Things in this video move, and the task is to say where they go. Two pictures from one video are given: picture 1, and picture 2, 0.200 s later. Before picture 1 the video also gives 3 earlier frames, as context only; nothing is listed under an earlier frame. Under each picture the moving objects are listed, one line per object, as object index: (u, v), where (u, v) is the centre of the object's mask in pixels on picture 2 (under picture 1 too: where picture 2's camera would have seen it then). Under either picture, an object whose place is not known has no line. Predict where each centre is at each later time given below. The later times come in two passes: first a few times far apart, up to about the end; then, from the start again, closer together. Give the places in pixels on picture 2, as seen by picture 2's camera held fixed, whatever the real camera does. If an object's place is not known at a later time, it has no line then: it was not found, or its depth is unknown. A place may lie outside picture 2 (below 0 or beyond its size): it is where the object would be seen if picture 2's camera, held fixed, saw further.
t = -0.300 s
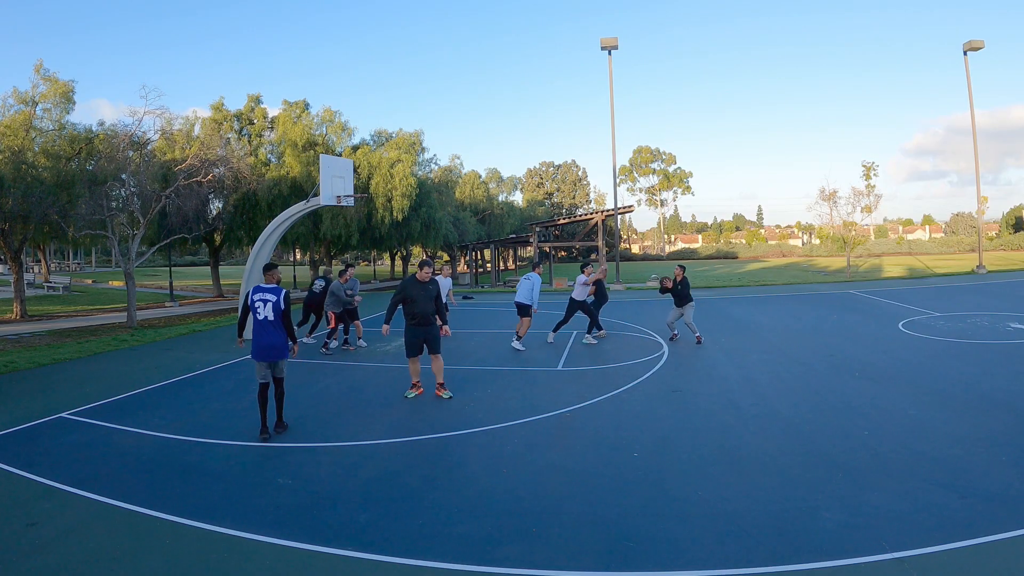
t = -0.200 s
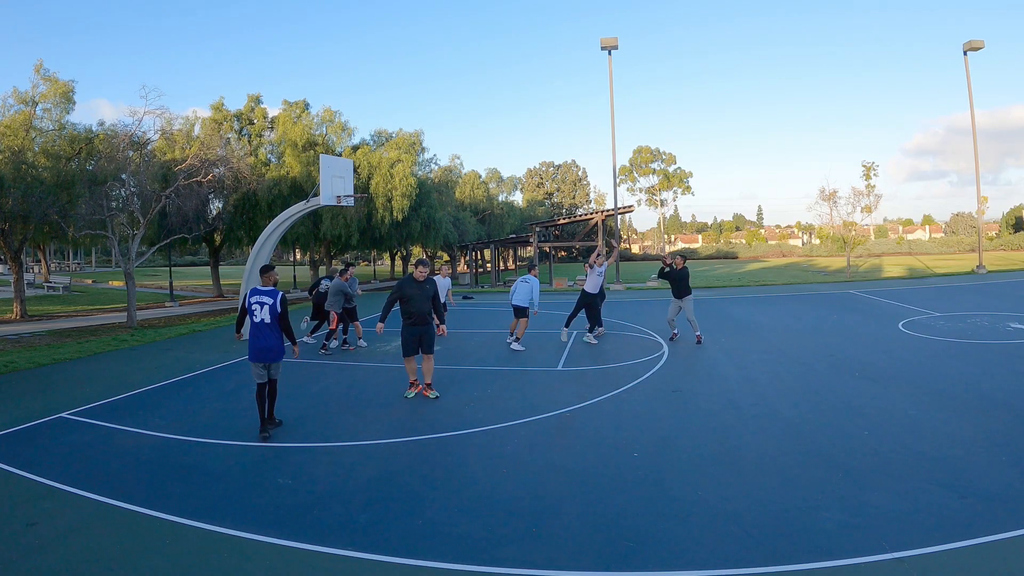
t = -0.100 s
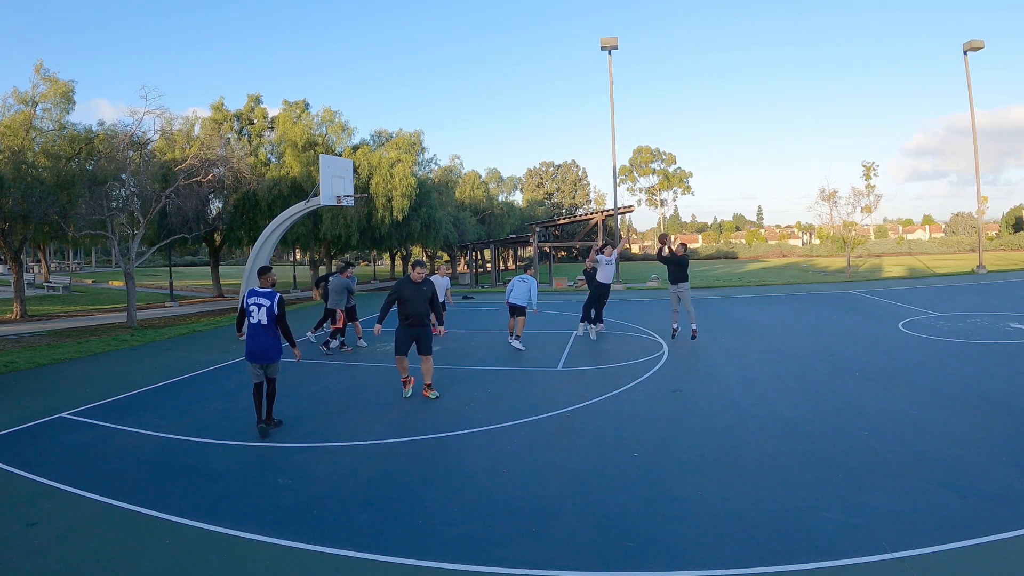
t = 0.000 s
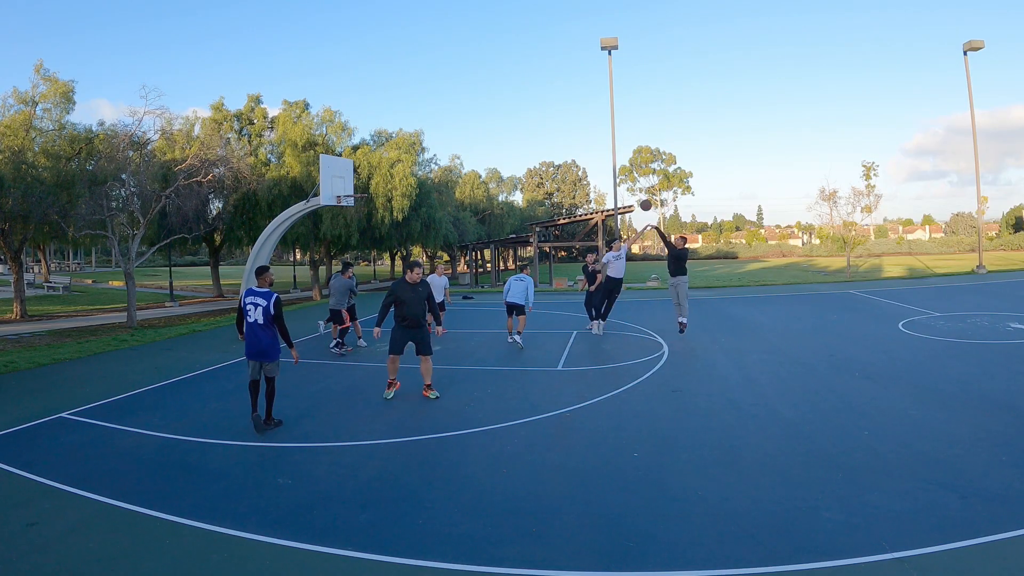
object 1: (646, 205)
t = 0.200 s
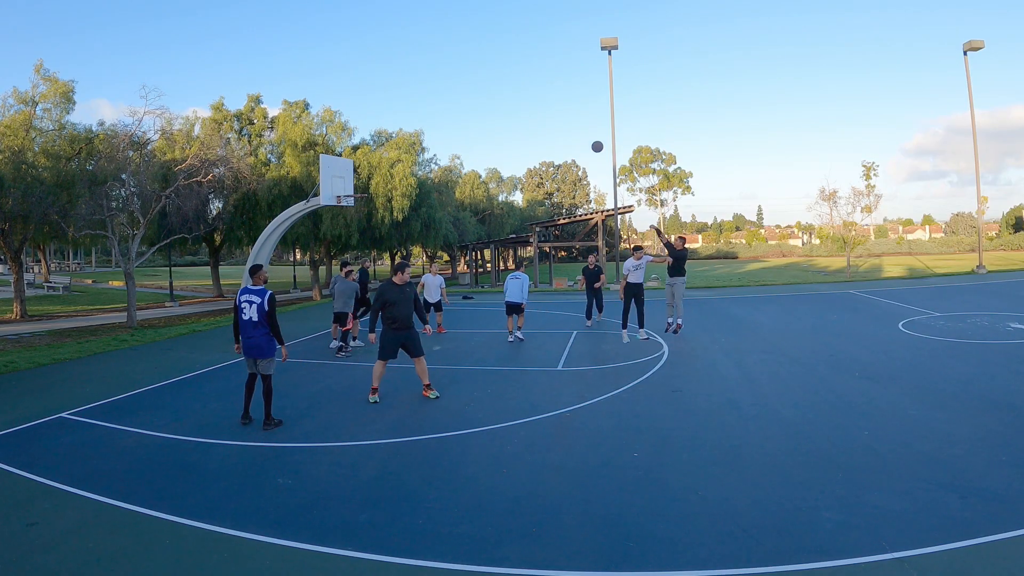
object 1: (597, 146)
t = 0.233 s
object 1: (589, 139)
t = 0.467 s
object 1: (535, 101)
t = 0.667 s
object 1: (490, 90)
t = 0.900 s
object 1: (441, 101)
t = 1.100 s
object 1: (399, 132)
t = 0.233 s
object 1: (589, 139)
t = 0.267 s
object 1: (581, 132)
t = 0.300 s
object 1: (573, 125)
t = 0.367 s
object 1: (558, 113)
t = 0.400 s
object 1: (550, 109)
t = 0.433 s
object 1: (542, 104)
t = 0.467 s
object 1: (535, 101)
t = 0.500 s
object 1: (527, 98)
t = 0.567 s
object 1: (513, 93)
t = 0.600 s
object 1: (505, 91)
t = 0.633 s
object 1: (498, 90)
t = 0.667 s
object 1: (490, 90)
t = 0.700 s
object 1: (483, 90)
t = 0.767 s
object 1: (469, 92)
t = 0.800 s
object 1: (462, 93)
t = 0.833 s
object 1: (455, 95)
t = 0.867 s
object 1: (448, 98)
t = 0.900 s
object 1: (441, 101)
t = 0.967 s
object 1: (427, 109)
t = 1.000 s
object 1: (420, 114)
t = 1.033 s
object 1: (413, 119)
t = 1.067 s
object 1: (406, 125)
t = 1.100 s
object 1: (399, 132)
